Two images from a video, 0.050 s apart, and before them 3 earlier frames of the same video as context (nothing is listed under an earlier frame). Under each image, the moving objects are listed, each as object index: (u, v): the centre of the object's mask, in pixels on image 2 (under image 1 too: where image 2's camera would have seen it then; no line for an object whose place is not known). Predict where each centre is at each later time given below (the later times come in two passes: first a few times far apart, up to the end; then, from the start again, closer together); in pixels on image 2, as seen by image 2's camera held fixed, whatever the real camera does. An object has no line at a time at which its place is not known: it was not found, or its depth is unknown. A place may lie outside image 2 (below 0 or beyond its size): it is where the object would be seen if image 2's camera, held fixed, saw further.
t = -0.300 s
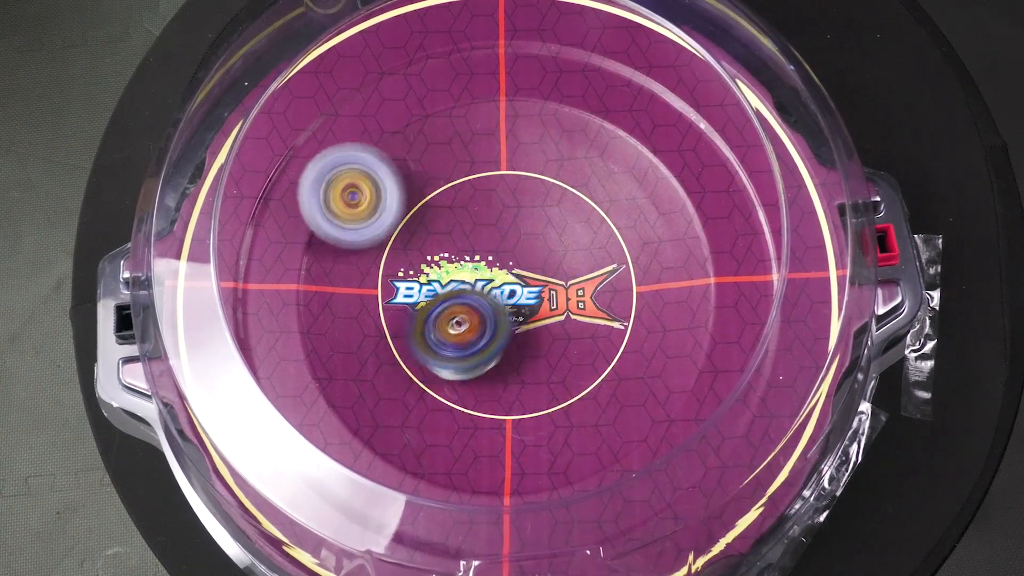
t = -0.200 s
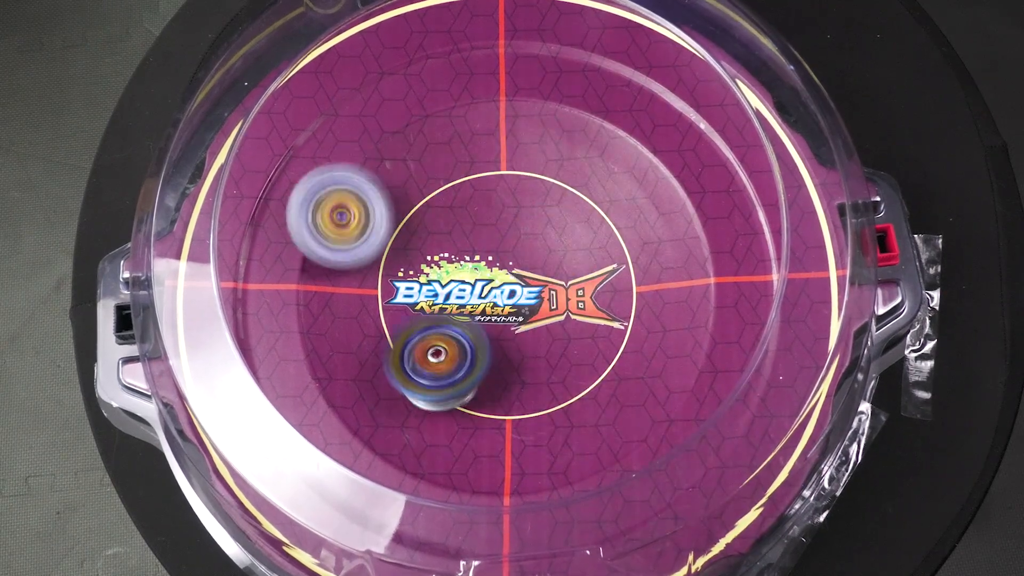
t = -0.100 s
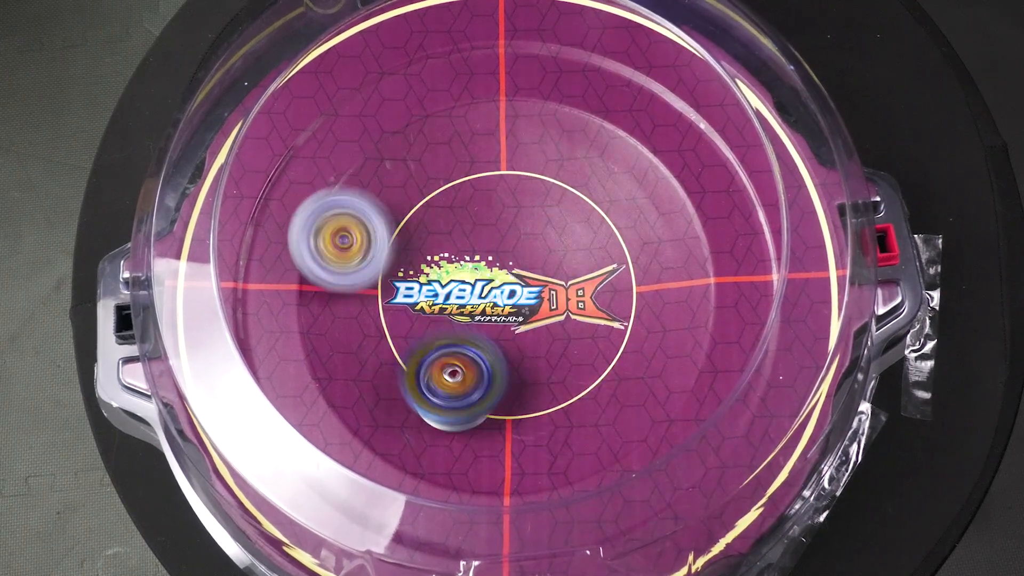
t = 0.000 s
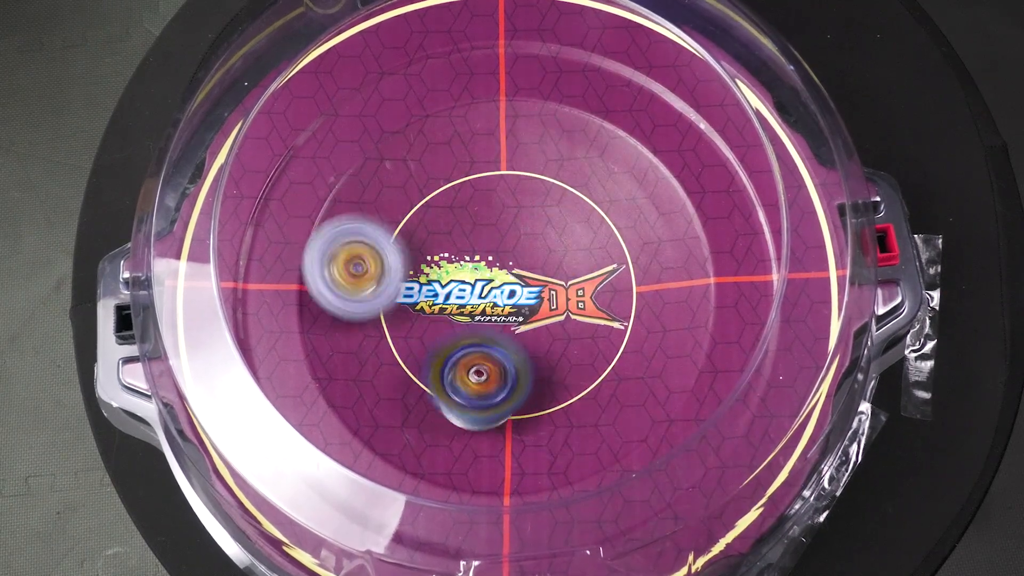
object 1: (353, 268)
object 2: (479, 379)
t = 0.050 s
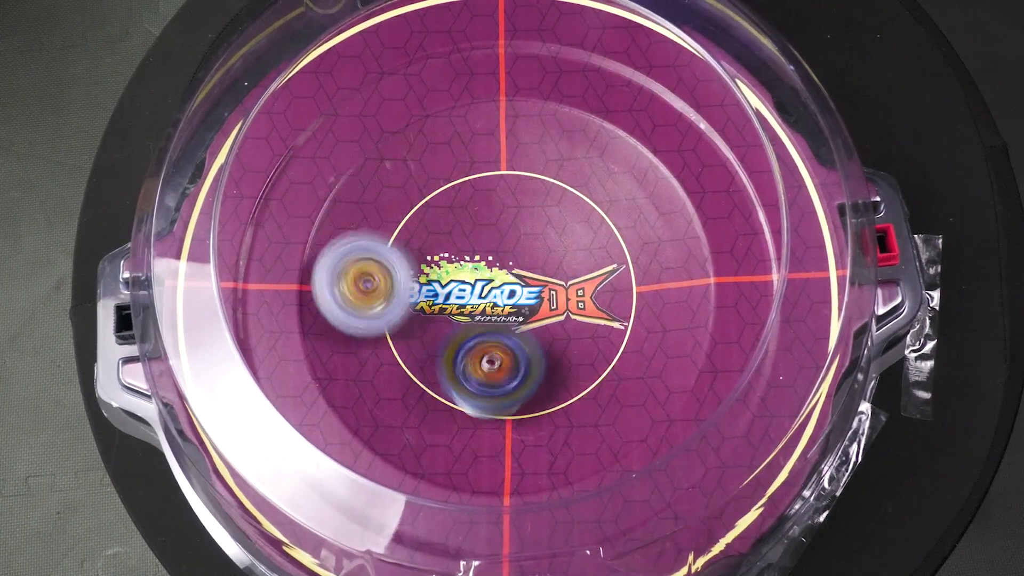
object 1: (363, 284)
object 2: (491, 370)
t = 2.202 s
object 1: (538, 53)
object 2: (449, 347)
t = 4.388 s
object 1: (700, 354)
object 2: (526, 266)
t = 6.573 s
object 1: (550, 357)
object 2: (461, 235)
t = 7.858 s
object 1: (389, 239)
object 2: (494, 330)
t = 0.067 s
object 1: (365, 289)
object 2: (494, 365)
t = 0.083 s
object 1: (369, 296)
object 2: (497, 359)
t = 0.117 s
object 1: (376, 306)
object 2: (499, 344)
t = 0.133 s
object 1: (381, 311)
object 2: (499, 335)
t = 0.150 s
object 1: (385, 317)
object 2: (498, 326)
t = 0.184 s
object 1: (390, 325)
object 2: (498, 308)
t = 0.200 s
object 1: (383, 332)
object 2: (510, 293)
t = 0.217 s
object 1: (376, 341)
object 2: (524, 278)
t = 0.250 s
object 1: (369, 352)
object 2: (542, 250)
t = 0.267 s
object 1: (368, 357)
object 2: (549, 241)
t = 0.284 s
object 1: (366, 361)
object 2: (557, 232)
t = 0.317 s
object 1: (364, 369)
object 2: (566, 209)
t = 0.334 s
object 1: (363, 374)
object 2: (571, 202)
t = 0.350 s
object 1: (363, 378)
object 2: (573, 194)
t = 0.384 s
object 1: (364, 386)
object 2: (576, 182)
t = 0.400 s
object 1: (365, 390)
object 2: (574, 176)
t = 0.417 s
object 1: (368, 395)
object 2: (571, 172)
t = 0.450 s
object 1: (371, 401)
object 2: (566, 167)
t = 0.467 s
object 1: (373, 403)
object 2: (562, 166)
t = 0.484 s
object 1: (376, 406)
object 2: (555, 164)
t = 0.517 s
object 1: (381, 411)
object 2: (543, 167)
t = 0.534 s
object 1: (385, 414)
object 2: (537, 168)
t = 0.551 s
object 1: (389, 416)
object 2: (529, 170)
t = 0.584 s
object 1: (397, 420)
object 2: (512, 177)
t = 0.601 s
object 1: (401, 422)
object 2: (501, 180)
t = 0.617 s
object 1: (405, 422)
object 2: (492, 184)
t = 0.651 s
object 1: (415, 425)
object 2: (475, 195)
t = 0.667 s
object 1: (420, 426)
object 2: (467, 203)
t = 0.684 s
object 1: (424, 427)
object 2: (461, 208)
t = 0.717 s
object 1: (435, 429)
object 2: (449, 224)
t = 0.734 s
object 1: (441, 428)
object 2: (444, 232)
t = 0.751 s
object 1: (446, 427)
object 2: (441, 241)
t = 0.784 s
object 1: (457, 426)
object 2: (436, 255)
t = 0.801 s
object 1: (463, 426)
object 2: (435, 265)
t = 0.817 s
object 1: (469, 424)
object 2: (437, 271)
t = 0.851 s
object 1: (480, 421)
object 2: (447, 287)
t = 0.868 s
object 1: (487, 418)
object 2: (453, 293)
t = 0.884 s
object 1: (493, 416)
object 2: (461, 299)
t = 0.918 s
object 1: (504, 410)
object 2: (479, 304)
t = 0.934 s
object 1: (508, 407)
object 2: (488, 307)
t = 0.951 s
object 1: (514, 405)
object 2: (496, 306)
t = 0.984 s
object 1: (527, 403)
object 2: (512, 303)
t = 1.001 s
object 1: (533, 403)
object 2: (520, 296)
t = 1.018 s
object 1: (537, 403)
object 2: (526, 290)
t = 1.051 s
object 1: (548, 402)
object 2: (541, 277)
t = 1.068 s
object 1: (552, 401)
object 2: (547, 270)
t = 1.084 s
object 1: (558, 399)
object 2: (553, 263)
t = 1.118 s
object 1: (566, 395)
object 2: (560, 248)
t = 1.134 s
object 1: (569, 393)
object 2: (560, 242)
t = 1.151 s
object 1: (574, 390)
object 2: (560, 236)
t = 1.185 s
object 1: (581, 385)
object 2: (558, 223)
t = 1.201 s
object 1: (584, 382)
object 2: (555, 219)
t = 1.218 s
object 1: (585, 379)
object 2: (550, 215)
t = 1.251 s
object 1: (589, 372)
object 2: (537, 213)
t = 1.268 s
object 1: (590, 368)
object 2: (528, 213)
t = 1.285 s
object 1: (593, 363)
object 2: (521, 216)
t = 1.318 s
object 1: (595, 353)
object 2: (506, 221)
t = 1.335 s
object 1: (594, 350)
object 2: (500, 224)
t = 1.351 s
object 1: (596, 344)
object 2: (494, 227)
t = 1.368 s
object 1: (596, 339)
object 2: (490, 232)
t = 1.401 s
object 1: (596, 327)
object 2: (482, 241)
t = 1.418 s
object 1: (594, 322)
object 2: (479, 245)
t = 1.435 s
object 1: (593, 316)
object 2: (478, 252)
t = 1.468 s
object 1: (589, 303)
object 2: (481, 267)
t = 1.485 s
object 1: (588, 298)
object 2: (483, 276)
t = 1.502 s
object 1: (590, 292)
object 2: (482, 284)
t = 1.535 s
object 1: (594, 279)
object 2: (472, 306)
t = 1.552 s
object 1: (595, 272)
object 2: (469, 313)
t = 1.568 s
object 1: (594, 266)
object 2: (466, 320)
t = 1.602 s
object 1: (591, 258)
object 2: (464, 334)
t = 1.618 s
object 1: (590, 253)
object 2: (466, 340)
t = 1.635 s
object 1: (588, 251)
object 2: (469, 346)
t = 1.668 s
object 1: (585, 245)
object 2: (478, 355)
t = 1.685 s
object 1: (583, 242)
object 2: (486, 358)
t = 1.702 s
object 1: (581, 241)
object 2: (494, 360)
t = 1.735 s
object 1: (576, 237)
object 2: (511, 359)
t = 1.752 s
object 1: (573, 236)
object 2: (517, 357)
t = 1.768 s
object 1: (571, 234)
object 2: (523, 353)
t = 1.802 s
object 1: (565, 233)
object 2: (531, 343)
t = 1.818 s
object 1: (563, 233)
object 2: (531, 339)
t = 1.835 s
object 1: (567, 221)
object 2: (523, 348)
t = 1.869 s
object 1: (579, 186)
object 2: (502, 364)
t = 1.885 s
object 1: (583, 173)
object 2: (494, 369)
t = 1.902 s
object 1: (585, 159)
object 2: (485, 376)
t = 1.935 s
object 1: (586, 140)
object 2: (470, 382)
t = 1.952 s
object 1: (586, 133)
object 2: (463, 384)
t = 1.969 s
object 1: (585, 125)
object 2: (458, 386)
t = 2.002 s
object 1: (583, 114)
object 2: (450, 386)
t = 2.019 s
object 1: (583, 109)
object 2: (446, 386)
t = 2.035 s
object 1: (582, 106)
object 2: (444, 386)
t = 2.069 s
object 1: (580, 98)
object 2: (442, 380)
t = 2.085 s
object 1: (577, 92)
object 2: (442, 378)
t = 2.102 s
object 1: (573, 87)
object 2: (443, 373)
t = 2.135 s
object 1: (564, 75)
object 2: (444, 365)
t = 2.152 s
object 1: (557, 70)
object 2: (444, 361)
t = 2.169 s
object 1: (551, 64)
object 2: (445, 356)
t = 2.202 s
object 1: (538, 53)
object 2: (449, 347)
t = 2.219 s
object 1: (530, 49)
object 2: (450, 343)
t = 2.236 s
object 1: (524, 45)
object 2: (454, 337)
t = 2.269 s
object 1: (514, 43)
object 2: (461, 327)
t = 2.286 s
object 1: (510, 45)
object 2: (464, 321)
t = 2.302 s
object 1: (506, 48)
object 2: (470, 316)
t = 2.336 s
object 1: (497, 53)
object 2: (478, 305)
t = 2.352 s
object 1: (493, 55)
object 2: (481, 301)
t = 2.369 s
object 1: (487, 56)
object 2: (485, 294)
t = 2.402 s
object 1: (476, 59)
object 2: (492, 284)
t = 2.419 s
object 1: (470, 59)
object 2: (495, 280)
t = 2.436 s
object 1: (462, 60)
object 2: (498, 275)
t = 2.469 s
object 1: (447, 60)
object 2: (501, 265)
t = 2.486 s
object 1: (440, 60)
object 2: (503, 263)
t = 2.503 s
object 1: (432, 60)
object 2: (502, 259)
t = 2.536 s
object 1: (417, 62)
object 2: (502, 252)
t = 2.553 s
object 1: (410, 63)
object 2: (502, 250)
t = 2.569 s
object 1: (406, 65)
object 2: (501, 249)
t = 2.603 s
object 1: (399, 72)
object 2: (502, 247)
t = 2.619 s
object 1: (394, 75)
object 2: (502, 247)
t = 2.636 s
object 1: (391, 79)
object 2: (502, 248)
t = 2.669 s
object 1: (381, 85)
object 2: (500, 249)
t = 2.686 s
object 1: (375, 89)
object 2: (498, 248)
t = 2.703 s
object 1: (369, 92)
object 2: (496, 248)
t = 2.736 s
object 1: (356, 101)
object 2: (494, 247)
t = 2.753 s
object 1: (349, 107)
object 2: (492, 247)
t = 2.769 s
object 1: (343, 110)
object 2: (491, 247)
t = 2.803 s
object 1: (330, 121)
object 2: (486, 247)
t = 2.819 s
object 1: (323, 127)
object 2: (483, 247)
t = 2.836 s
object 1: (317, 132)
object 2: (481, 246)
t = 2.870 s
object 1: (305, 145)
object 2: (477, 244)
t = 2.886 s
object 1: (298, 152)
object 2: (476, 244)
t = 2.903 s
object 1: (292, 159)
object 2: (473, 244)
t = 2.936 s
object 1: (282, 175)
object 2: (469, 246)
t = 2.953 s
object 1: (278, 183)
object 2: (468, 247)
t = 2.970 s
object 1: (274, 191)
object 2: (466, 250)
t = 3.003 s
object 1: (268, 206)
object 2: (463, 256)
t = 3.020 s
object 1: (267, 214)
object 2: (461, 257)
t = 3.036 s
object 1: (265, 221)
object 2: (461, 261)
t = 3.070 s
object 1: (258, 234)
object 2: (460, 266)
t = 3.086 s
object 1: (257, 241)
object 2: (459, 269)
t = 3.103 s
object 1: (256, 248)
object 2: (460, 270)
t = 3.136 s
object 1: (255, 263)
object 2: (461, 272)
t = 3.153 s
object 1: (259, 271)
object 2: (463, 272)
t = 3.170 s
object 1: (259, 279)
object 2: (464, 273)
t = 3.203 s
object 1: (253, 294)
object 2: (470, 270)
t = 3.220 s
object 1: (261, 301)
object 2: (474, 267)
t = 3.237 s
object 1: (262, 309)
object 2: (479, 267)
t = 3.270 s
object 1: (266, 324)
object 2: (489, 263)
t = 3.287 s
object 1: (269, 332)
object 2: (492, 261)
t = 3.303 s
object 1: (271, 338)
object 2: (496, 258)
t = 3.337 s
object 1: (277, 352)
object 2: (503, 255)
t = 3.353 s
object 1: (279, 358)
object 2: (508, 253)
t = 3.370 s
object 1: (284, 366)
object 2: (510, 252)
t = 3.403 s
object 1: (291, 378)
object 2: (517, 249)
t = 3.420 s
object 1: (295, 383)
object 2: (521, 247)
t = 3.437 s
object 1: (300, 391)
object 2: (523, 246)
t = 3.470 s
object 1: (309, 402)
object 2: (529, 245)
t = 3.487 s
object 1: (313, 408)
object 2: (531, 245)
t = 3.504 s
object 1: (319, 413)
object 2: (534, 245)
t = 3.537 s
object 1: (331, 424)
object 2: (538, 247)
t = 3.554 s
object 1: (335, 429)
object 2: (541, 247)
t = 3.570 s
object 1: (345, 436)
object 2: (542, 249)
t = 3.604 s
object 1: (357, 445)
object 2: (547, 252)
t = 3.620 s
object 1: (362, 449)
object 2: (547, 254)
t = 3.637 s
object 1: (370, 452)
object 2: (549, 256)
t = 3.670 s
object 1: (386, 460)
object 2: (549, 261)
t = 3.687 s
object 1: (392, 463)
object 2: (550, 266)
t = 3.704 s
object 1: (405, 478)
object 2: (549, 269)
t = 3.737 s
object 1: (419, 489)
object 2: (548, 276)
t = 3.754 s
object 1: (426, 494)
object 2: (547, 278)
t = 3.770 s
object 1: (433, 498)
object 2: (546, 282)
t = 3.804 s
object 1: (447, 502)
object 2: (542, 288)
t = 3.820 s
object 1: (453, 503)
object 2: (538, 292)
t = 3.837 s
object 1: (462, 504)
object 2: (536, 294)
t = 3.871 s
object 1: (481, 504)
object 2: (529, 299)
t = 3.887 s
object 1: (490, 503)
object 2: (527, 301)
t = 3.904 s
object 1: (500, 503)
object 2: (522, 305)
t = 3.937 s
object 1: (520, 501)
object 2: (516, 307)
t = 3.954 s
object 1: (528, 499)
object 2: (510, 306)
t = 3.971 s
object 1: (538, 497)
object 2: (508, 306)
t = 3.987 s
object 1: (547, 494)
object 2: (504, 307)
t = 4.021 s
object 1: (565, 488)
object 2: (497, 305)
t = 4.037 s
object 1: (574, 485)
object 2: (493, 303)
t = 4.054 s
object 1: (583, 480)
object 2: (492, 299)
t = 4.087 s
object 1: (600, 471)
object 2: (487, 293)
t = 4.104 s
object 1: (608, 467)
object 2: (486, 289)
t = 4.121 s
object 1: (616, 462)
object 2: (485, 286)
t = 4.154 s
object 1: (631, 451)
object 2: (484, 278)
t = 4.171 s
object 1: (638, 446)
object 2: (484, 274)
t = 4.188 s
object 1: (645, 439)
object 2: (486, 270)
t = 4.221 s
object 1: (657, 427)
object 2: (489, 265)
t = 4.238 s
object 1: (663, 421)
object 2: (493, 263)
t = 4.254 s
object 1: (668, 414)
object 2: (496, 261)
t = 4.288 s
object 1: (678, 400)
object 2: (505, 260)
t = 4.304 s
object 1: (682, 393)
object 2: (507, 259)
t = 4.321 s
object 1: (687, 385)
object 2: (512, 260)
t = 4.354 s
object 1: (694, 370)
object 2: (519, 261)
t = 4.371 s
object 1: (696, 362)
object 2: (524, 264)
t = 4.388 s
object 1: (700, 354)
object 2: (526, 266)
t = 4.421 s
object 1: (706, 338)
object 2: (531, 275)
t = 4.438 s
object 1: (708, 330)
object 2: (530, 278)
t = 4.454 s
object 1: (711, 322)
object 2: (531, 282)
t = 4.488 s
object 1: (714, 305)
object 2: (528, 291)
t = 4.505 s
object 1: (714, 296)
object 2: (528, 295)
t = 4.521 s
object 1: (716, 289)
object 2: (524, 301)
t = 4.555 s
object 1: (716, 274)
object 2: (518, 307)
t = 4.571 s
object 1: (715, 265)
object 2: (511, 311)
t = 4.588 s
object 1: (715, 258)
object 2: (507, 310)
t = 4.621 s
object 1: (713, 243)
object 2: (498, 316)
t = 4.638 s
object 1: (711, 234)
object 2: (494, 313)
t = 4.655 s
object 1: (710, 228)
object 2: (490, 314)
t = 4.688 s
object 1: (705, 213)
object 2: (483, 308)
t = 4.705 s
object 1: (702, 206)
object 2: (481, 307)
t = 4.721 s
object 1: (699, 199)
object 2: (477, 302)
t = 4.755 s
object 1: (693, 185)
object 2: (475, 293)
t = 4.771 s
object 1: (690, 179)
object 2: (473, 288)
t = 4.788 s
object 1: (687, 172)
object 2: (475, 282)
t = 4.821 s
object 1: (679, 159)
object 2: (475, 272)
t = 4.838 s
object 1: (675, 153)
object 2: (477, 268)
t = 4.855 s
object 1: (671, 147)
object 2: (477, 265)
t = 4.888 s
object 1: (661, 136)
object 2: (482, 257)
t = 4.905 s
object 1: (656, 131)
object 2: (484, 255)
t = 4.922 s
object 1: (651, 125)
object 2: (487, 252)
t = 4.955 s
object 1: (639, 115)
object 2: (494, 249)
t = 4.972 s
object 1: (633, 111)
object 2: (498, 247)
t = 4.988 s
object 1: (627, 105)
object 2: (502, 246)
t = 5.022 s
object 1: (615, 97)
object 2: (509, 247)
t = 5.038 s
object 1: (609, 93)
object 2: (515, 247)
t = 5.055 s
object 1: (603, 89)
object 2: (517, 249)
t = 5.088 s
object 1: (590, 83)
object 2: (527, 253)
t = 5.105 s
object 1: (583, 80)
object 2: (529, 255)
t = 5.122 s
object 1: (576, 78)
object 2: (533, 257)
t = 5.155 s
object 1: (561, 73)
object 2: (536, 264)
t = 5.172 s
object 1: (555, 71)
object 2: (539, 266)
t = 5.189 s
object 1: (547, 70)
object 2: (541, 270)
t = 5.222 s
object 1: (532, 66)
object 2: (541, 276)
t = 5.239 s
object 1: (525, 65)
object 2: (542, 282)
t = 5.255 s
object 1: (517, 64)
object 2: (540, 286)
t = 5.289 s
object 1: (503, 63)
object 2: (539, 294)
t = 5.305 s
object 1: (495, 63)
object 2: (535, 300)
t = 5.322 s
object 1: (488, 63)
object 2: (533, 300)
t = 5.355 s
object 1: (474, 65)
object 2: (526, 309)
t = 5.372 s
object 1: (466, 67)
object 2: (522, 308)
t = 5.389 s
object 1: (459, 68)
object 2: (519, 313)
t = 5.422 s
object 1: (445, 71)
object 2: (508, 314)
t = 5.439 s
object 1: (437, 74)
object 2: (505, 316)
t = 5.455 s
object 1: (431, 75)
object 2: (499, 317)
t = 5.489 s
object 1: (418, 80)
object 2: (492, 311)
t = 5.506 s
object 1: (412, 84)
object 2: (488, 310)
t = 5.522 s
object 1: (406, 87)
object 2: (484, 305)
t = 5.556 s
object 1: (394, 95)
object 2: (481, 299)
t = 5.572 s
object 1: (388, 99)
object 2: (479, 295)
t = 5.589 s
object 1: (383, 103)
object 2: (479, 290)
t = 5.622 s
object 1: (372, 112)
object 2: (477, 283)
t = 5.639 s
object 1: (367, 117)
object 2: (477, 278)
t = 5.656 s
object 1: (361, 122)
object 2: (478, 276)
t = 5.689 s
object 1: (352, 132)
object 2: (480, 270)
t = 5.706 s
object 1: (349, 137)
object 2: (482, 267)
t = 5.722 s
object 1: (345, 143)
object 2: (483, 265)
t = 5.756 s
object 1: (338, 155)
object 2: (487, 261)
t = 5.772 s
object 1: (335, 161)
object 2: (490, 260)
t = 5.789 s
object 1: (332, 168)
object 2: (492, 259)
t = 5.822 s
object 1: (327, 181)
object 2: (501, 258)
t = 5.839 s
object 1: (325, 188)
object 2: (503, 258)
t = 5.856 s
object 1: (323, 195)
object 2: (507, 257)
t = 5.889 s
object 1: (324, 208)
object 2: (515, 259)
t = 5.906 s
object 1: (328, 214)
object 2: (516, 260)
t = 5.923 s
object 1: (332, 219)
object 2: (521, 261)
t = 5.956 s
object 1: (342, 231)
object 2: (525, 266)
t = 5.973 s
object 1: (347, 239)
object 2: (528, 268)
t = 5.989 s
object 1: (354, 244)
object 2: (531, 271)
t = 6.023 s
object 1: (365, 257)
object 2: (531, 276)
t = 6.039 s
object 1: (370, 264)
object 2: (532, 280)
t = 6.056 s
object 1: (377, 269)
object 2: (533, 285)
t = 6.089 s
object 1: (391, 280)
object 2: (531, 290)
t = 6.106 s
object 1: (398, 285)
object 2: (531, 296)
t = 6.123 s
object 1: (406, 292)
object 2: (527, 300)
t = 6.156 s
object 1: (421, 301)
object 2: (526, 304)
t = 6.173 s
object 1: (417, 305)
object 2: (536, 305)
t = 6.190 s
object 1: (417, 310)
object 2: (548, 302)
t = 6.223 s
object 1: (420, 320)
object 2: (570, 298)
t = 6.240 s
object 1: (423, 323)
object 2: (581, 293)
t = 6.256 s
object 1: (427, 327)
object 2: (587, 286)
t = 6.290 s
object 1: (440, 334)
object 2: (599, 273)
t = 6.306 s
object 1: (446, 336)
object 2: (603, 264)
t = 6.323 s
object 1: (452, 338)
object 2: (603, 256)
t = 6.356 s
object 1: (464, 343)
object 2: (602, 239)
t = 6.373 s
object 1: (470, 344)
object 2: (596, 232)
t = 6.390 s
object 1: (477, 345)
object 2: (590, 226)
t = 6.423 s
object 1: (490, 346)
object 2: (571, 216)
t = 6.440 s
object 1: (496, 346)
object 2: (559, 214)
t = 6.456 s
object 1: (501, 347)
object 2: (545, 213)
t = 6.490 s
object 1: (511, 346)
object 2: (520, 220)
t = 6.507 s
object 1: (516, 345)
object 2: (509, 225)
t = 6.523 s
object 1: (520, 344)
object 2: (498, 235)
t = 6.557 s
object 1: (538, 350)
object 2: (475, 239)
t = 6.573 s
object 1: (550, 357)
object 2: (461, 235)
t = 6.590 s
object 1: (568, 365)
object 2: (444, 233)
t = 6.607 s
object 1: (581, 368)
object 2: (427, 235)
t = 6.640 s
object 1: (602, 374)
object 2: (401, 226)
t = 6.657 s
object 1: (613, 375)
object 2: (394, 227)
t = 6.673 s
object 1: (622, 376)
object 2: (385, 229)
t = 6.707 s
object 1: (633, 373)
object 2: (366, 232)
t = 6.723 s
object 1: (639, 370)
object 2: (362, 229)
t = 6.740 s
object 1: (643, 367)
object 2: (362, 230)
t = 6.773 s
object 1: (649, 360)
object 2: (366, 237)
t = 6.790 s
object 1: (651, 355)
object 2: (367, 245)
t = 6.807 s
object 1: (651, 351)
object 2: (364, 250)
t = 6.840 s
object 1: (653, 340)
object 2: (368, 251)
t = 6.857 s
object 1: (651, 336)
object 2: (374, 252)
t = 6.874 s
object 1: (651, 330)
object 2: (382, 253)
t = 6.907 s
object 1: (646, 318)
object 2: (401, 259)
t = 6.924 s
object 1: (645, 311)
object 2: (412, 266)
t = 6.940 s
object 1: (642, 304)
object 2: (420, 270)
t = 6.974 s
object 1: (635, 291)
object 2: (434, 278)
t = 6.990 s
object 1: (629, 285)
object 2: (442, 279)
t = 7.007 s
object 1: (624, 278)
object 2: (451, 279)
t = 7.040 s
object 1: (612, 264)
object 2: (469, 280)
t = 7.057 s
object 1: (607, 257)
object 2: (479, 280)
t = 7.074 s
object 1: (600, 249)
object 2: (491, 279)
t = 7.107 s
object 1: (595, 233)
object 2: (496, 282)
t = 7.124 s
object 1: (595, 218)
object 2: (489, 289)
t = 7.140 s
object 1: (597, 206)
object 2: (485, 296)
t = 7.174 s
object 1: (597, 183)
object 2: (476, 307)
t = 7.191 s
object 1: (596, 173)
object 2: (471, 312)
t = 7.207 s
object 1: (593, 164)
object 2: (467, 315)
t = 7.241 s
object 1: (589, 148)
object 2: (461, 323)
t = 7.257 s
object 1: (588, 140)
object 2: (459, 327)
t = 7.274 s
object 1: (583, 135)
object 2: (459, 330)
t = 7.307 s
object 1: (577, 124)
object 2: (461, 336)
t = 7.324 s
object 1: (571, 121)
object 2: (462, 338)
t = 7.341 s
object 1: (569, 118)
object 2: (463, 340)
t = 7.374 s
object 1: (561, 115)
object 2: (466, 344)
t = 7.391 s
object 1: (556, 116)
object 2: (468, 347)
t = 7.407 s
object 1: (552, 115)
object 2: (470, 348)
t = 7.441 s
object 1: (543, 118)
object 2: (476, 350)
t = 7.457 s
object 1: (538, 120)
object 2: (479, 351)
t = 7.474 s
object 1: (532, 121)
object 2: (483, 352)
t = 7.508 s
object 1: (522, 127)
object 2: (491, 352)
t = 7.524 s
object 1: (517, 131)
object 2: (494, 351)
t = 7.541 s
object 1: (511, 134)
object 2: (498, 348)
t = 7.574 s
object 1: (501, 146)
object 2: (505, 341)
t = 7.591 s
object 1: (495, 150)
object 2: (507, 336)
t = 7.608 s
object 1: (491, 157)
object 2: (508, 330)
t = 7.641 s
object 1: (481, 169)
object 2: (507, 319)
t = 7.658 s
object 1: (475, 178)
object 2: (505, 314)
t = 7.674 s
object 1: (471, 184)
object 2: (501, 309)
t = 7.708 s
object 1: (461, 200)
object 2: (493, 301)
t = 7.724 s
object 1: (457, 210)
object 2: (490, 299)
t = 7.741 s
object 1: (448, 213)
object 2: (491, 303)
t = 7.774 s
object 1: (428, 214)
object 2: (494, 313)
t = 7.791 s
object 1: (422, 220)
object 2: (494, 317)
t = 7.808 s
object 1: (411, 222)
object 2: (494, 321)
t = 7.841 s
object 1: (398, 231)
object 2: (493, 329)
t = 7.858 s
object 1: (389, 239)
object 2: (494, 330)
